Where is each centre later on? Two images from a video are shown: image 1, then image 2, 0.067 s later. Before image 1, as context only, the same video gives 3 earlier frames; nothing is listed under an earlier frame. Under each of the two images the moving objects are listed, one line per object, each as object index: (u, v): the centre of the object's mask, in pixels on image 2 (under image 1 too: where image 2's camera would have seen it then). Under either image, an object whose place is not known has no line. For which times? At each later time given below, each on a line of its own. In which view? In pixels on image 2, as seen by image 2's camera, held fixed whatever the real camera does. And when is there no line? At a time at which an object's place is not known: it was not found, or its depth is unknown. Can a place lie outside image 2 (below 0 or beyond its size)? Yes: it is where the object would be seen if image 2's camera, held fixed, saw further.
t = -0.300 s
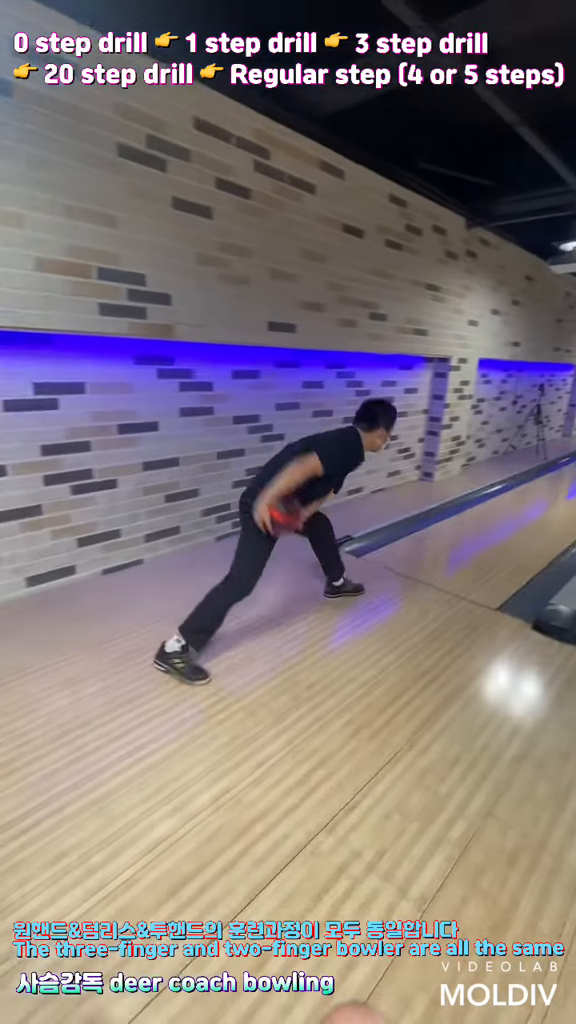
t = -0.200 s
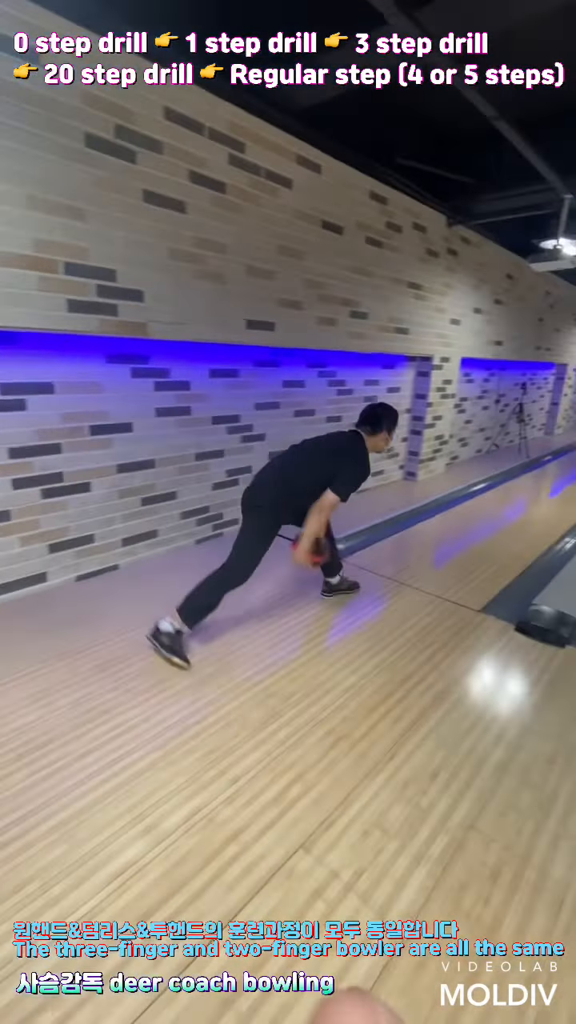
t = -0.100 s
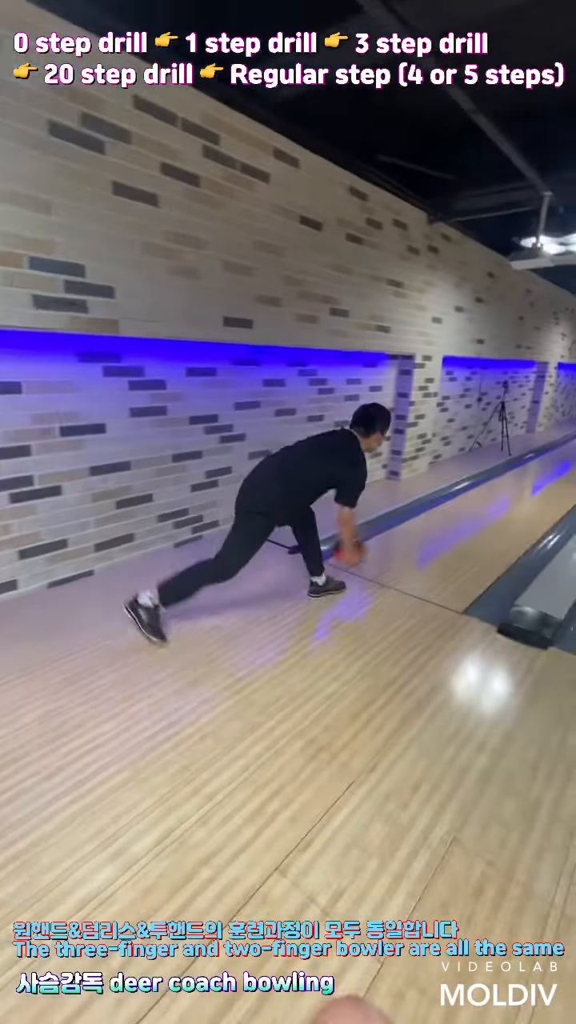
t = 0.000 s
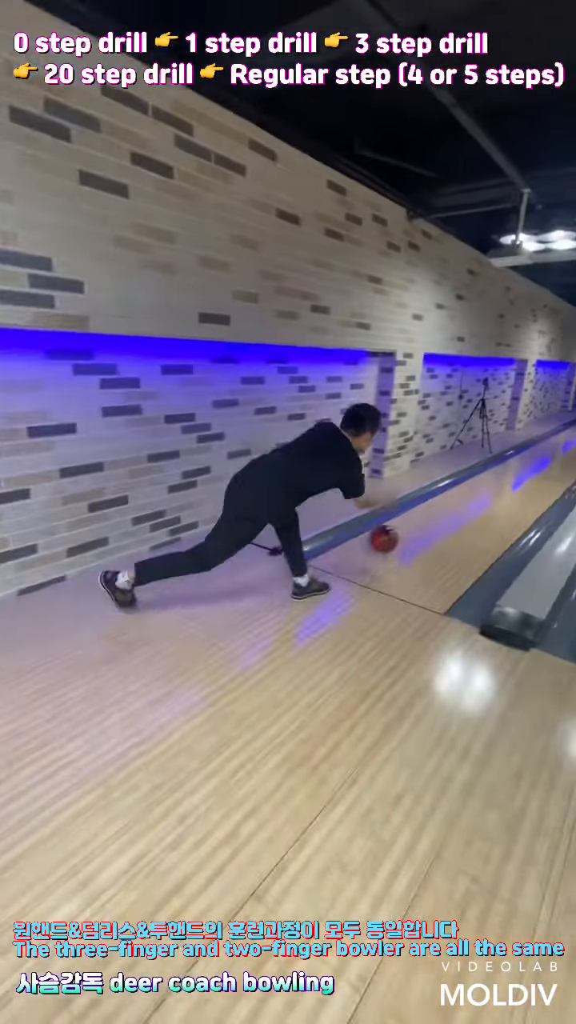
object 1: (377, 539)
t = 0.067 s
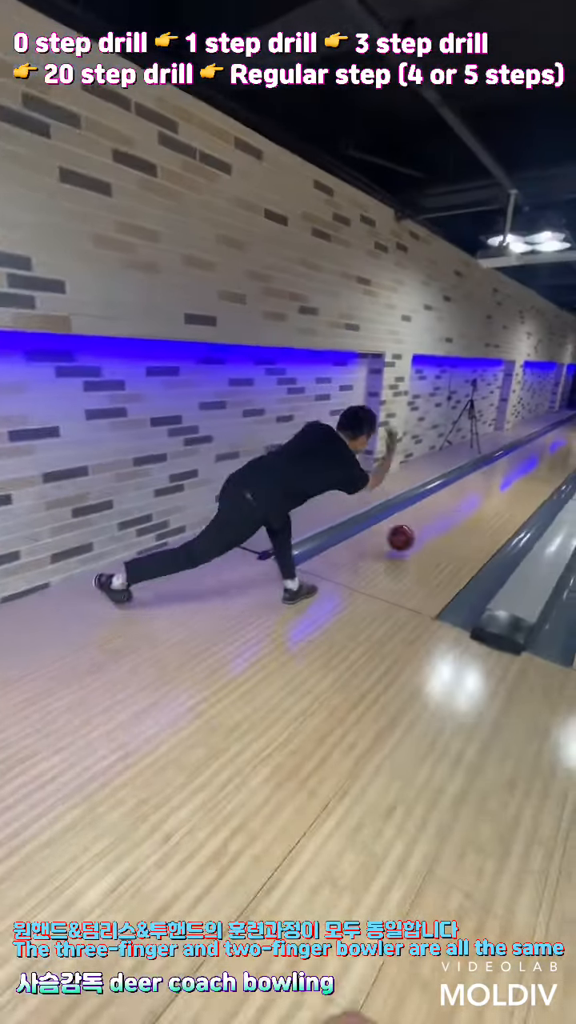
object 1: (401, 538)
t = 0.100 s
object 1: (411, 536)
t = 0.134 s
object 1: (422, 530)
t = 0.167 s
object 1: (432, 525)
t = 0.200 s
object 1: (440, 521)
